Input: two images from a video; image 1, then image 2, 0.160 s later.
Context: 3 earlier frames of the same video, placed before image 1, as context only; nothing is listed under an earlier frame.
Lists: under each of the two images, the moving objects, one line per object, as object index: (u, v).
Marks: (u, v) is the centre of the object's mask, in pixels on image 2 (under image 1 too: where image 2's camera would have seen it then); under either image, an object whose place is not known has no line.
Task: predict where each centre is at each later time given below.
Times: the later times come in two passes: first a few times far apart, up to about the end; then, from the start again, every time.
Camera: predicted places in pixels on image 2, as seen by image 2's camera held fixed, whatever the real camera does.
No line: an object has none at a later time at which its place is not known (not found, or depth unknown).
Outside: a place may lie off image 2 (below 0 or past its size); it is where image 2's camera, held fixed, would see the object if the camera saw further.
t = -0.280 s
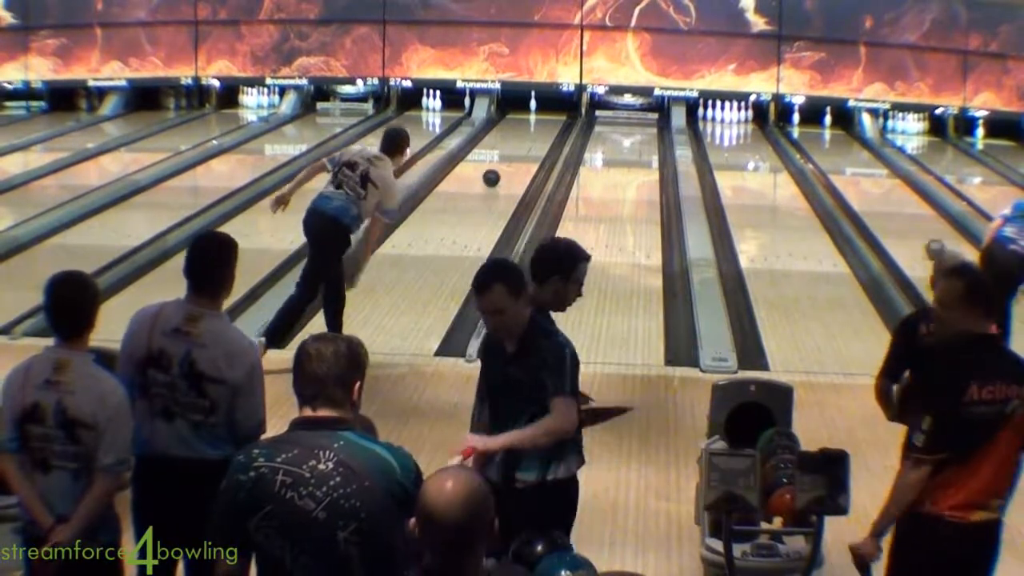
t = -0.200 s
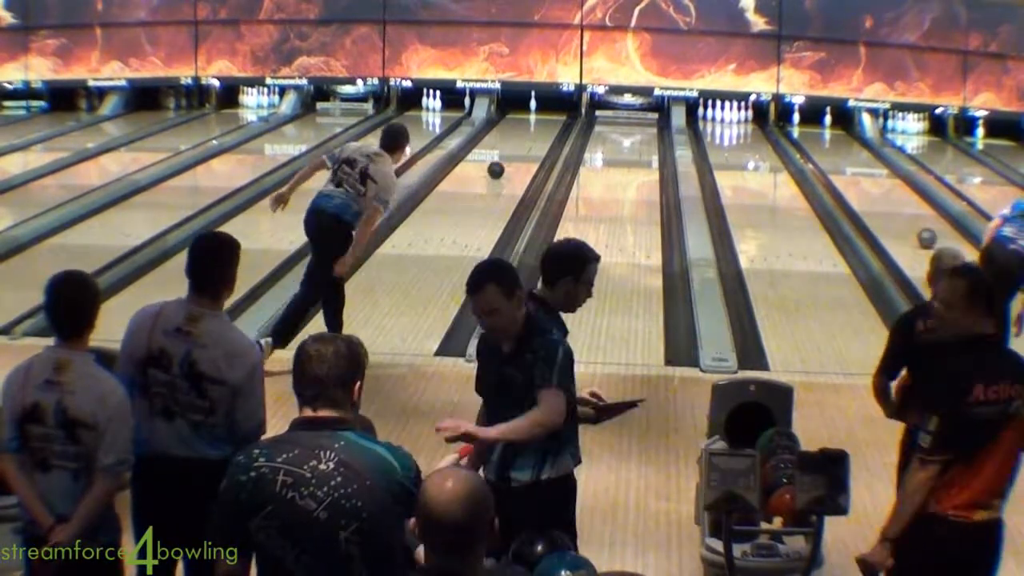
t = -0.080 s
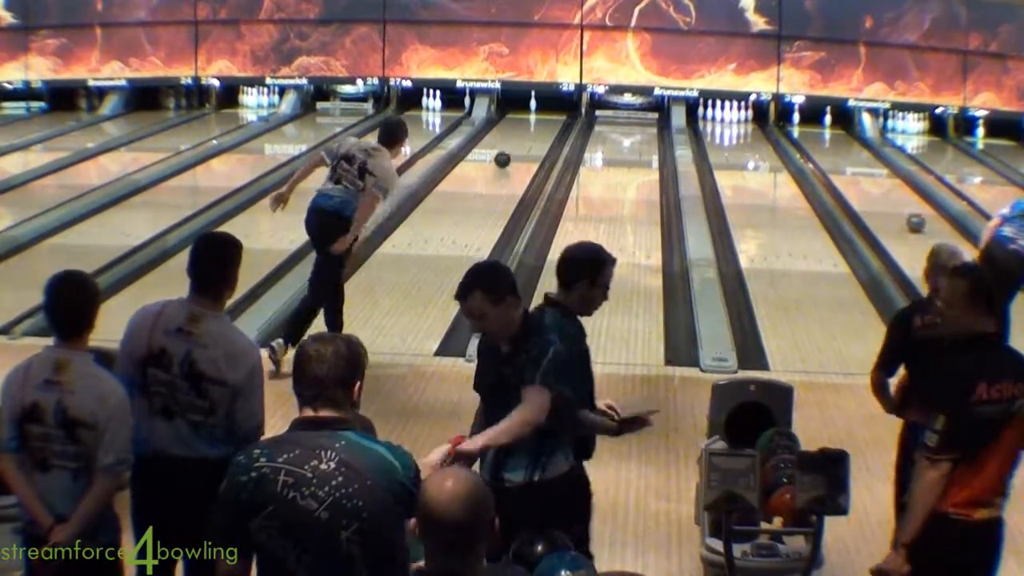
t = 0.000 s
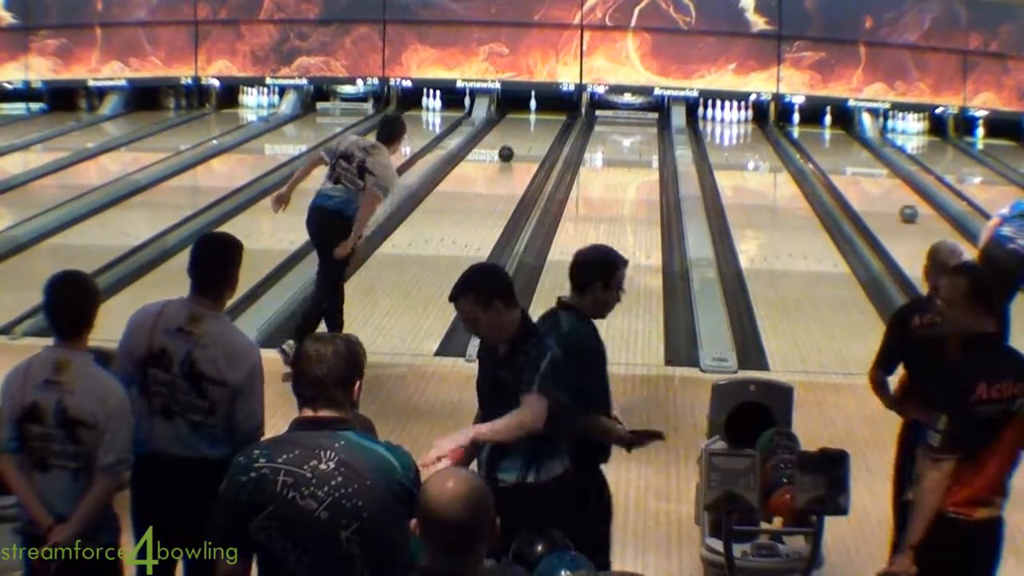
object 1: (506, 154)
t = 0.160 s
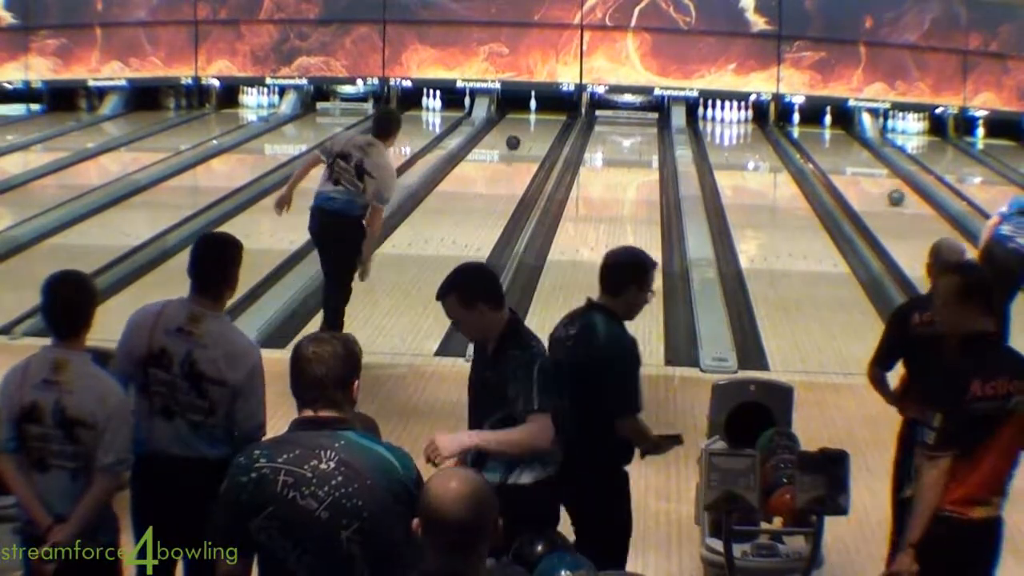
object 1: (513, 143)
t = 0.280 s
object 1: (516, 135)
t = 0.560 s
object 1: (525, 120)
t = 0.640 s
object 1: (526, 117)
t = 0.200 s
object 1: (514, 140)
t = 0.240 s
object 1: (515, 137)
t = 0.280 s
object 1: (516, 135)
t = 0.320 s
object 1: (518, 133)
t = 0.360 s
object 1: (520, 130)
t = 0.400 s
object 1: (521, 128)
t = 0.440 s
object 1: (522, 126)
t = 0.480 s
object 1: (523, 124)
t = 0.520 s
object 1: (524, 122)
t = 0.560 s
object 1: (525, 120)
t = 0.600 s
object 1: (525, 119)
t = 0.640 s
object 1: (526, 117)
